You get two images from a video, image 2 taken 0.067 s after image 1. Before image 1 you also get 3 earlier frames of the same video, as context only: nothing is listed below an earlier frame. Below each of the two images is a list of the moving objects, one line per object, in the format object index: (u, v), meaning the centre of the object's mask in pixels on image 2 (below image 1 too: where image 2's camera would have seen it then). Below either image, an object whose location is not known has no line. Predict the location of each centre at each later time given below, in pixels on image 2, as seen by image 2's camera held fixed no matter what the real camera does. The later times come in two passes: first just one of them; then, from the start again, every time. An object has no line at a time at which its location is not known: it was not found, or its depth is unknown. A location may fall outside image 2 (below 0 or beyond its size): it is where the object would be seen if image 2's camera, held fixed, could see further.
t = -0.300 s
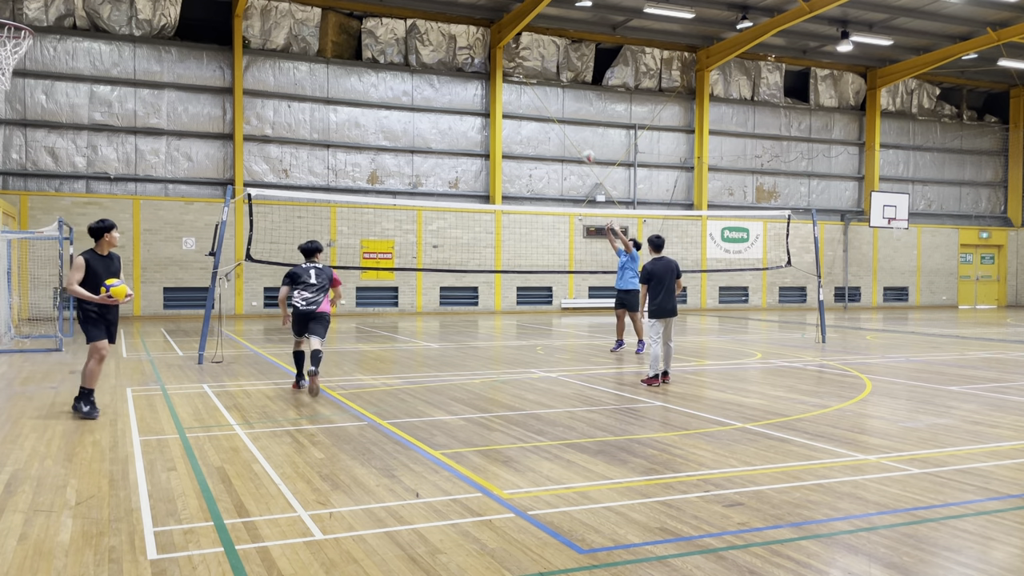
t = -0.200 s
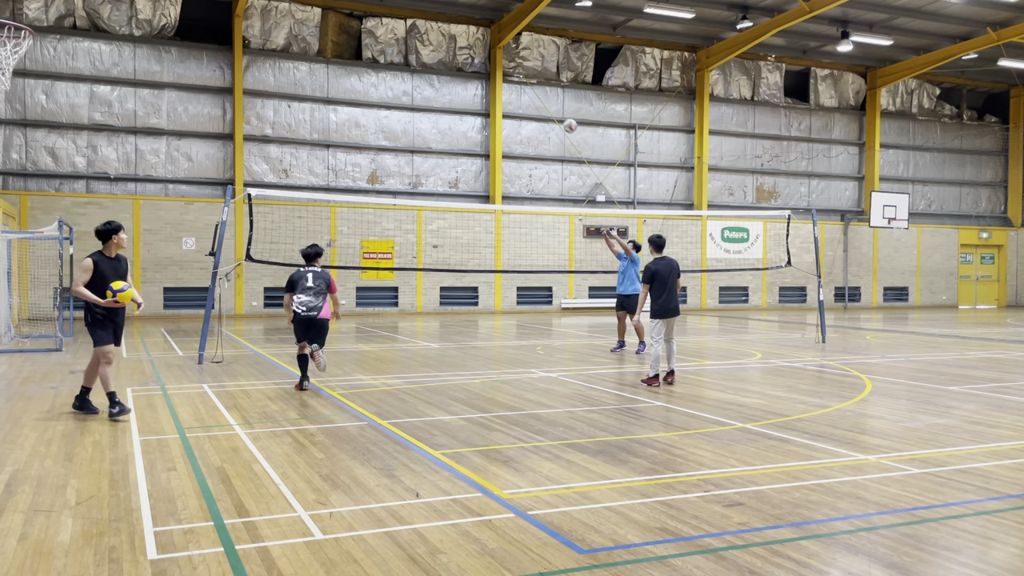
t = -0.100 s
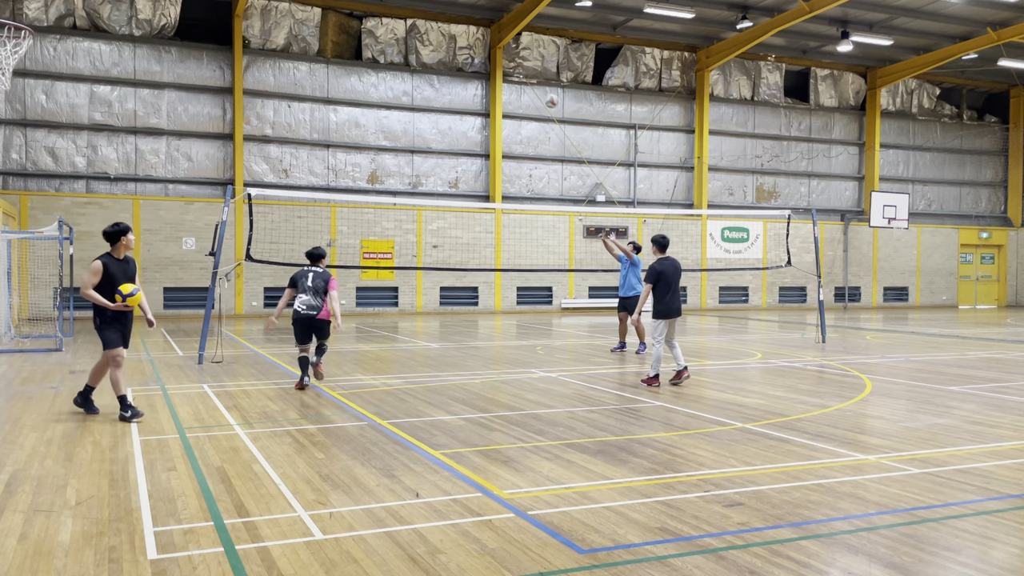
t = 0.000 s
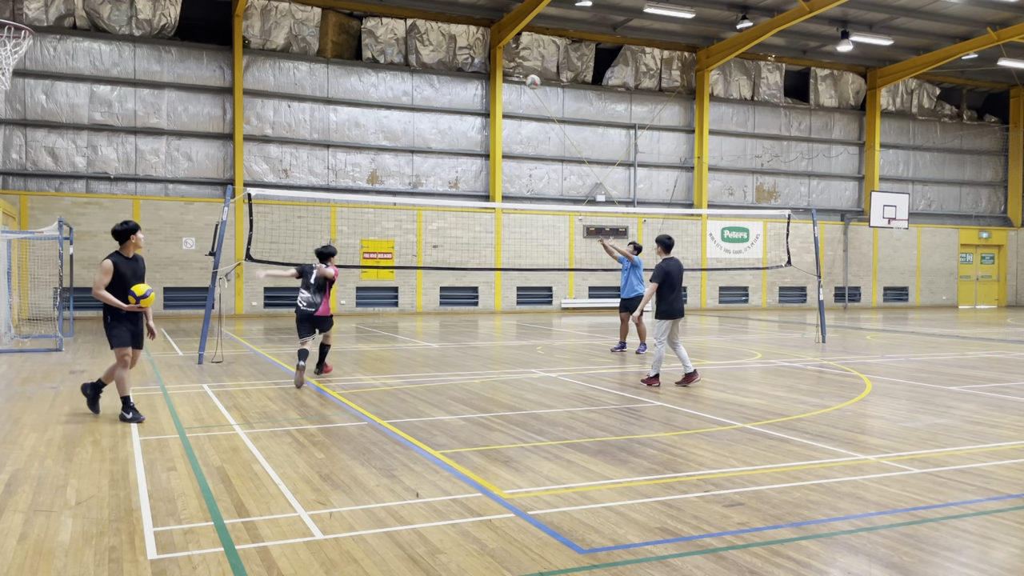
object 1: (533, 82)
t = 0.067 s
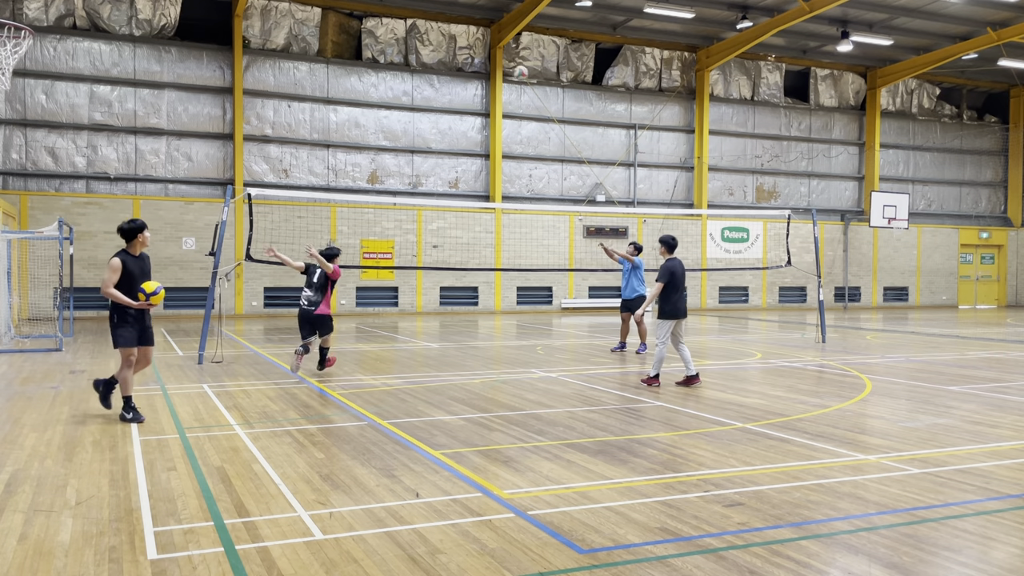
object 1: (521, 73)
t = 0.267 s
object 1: (483, 64)
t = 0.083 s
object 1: (517, 71)
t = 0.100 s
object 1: (514, 70)
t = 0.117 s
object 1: (511, 68)
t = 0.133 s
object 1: (508, 67)
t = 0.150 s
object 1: (505, 66)
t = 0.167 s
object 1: (502, 65)
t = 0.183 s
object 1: (498, 64)
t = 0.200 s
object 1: (495, 64)
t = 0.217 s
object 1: (492, 64)
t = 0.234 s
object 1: (489, 63)
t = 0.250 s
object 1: (486, 64)
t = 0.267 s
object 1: (483, 64)
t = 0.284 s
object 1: (480, 65)
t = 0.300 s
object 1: (476, 65)
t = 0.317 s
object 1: (473, 66)
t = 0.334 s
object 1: (470, 67)
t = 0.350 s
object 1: (467, 68)
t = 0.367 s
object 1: (464, 70)
